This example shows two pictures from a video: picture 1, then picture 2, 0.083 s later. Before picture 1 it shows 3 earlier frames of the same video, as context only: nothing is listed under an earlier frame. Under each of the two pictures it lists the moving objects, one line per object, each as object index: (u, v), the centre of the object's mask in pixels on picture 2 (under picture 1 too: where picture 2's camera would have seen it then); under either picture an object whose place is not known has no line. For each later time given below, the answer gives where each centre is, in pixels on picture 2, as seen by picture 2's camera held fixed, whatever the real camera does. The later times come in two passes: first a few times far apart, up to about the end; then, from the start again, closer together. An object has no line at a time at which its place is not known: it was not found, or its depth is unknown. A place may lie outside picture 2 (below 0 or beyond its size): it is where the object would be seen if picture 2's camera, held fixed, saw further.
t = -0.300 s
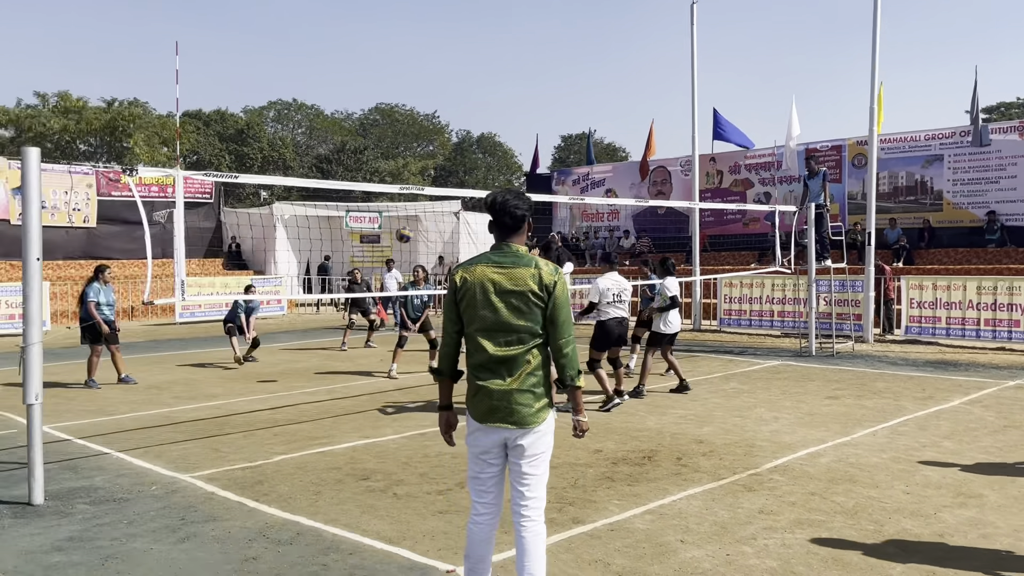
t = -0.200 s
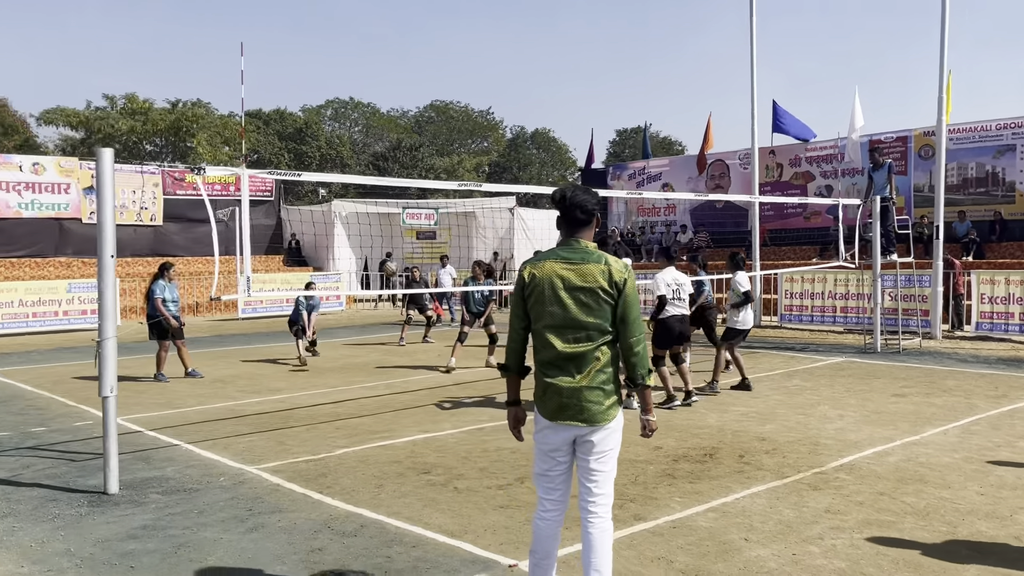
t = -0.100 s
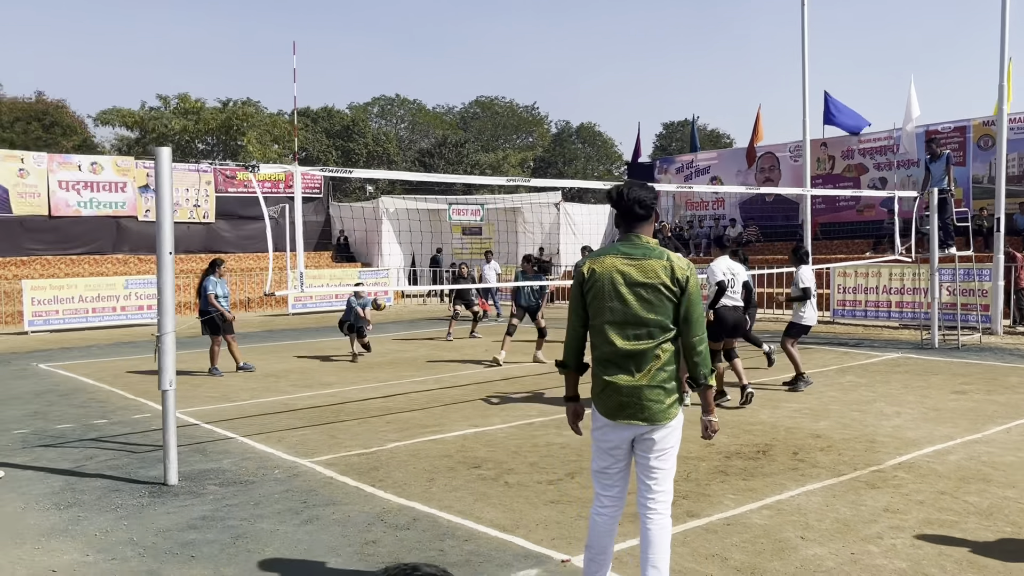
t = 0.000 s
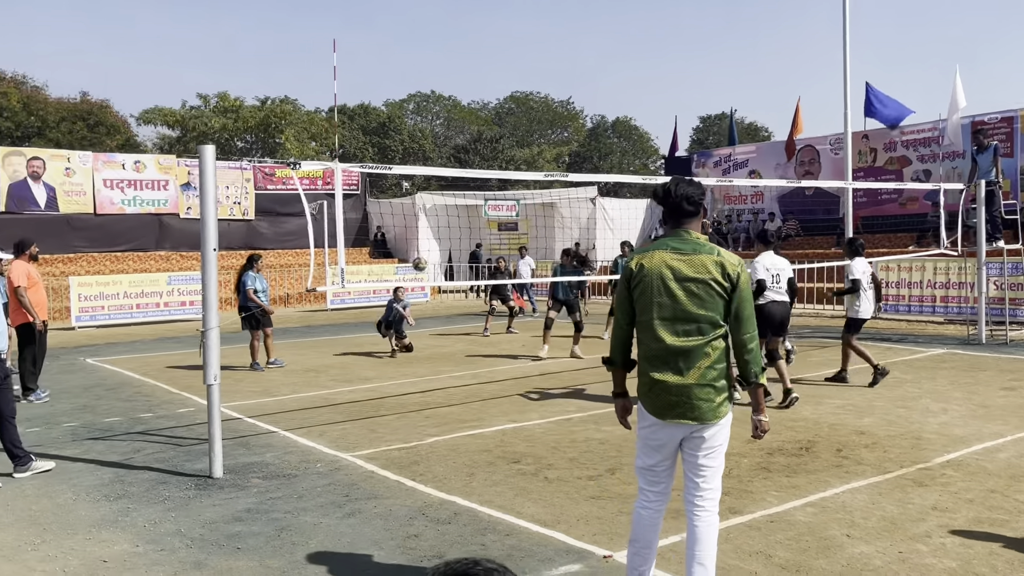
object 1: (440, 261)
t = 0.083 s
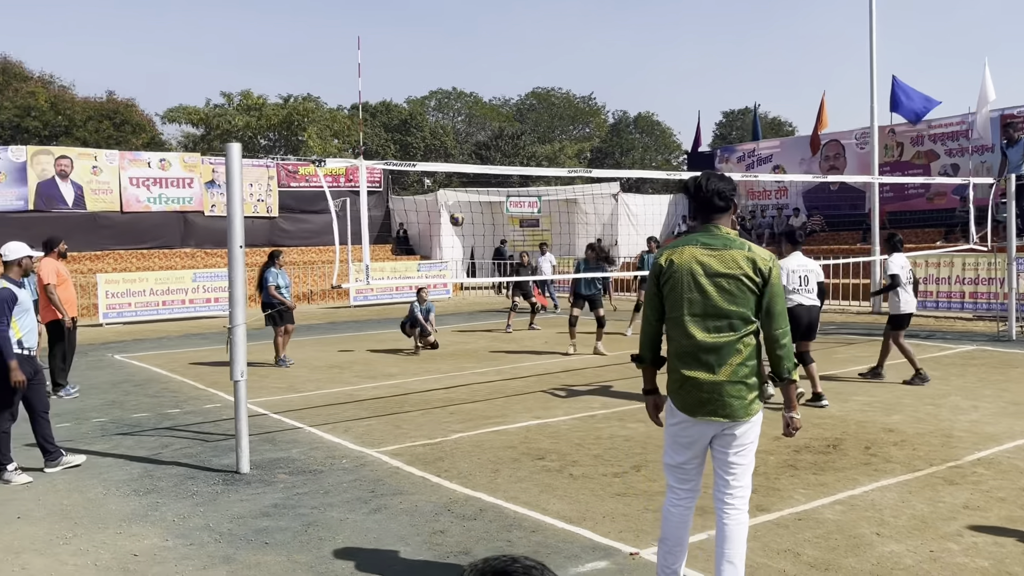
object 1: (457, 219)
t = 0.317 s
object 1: (505, 123)
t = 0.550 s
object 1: (544, 61)
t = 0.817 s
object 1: (593, 36)
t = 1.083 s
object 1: (643, 66)
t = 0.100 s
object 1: (460, 212)
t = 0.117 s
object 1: (463, 204)
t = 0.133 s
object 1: (467, 196)
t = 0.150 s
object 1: (470, 189)
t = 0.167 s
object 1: (474, 181)
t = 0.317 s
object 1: (505, 123)
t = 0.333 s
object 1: (509, 118)
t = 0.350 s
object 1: (512, 112)
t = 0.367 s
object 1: (512, 106)
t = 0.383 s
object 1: (515, 102)
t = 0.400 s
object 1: (517, 97)
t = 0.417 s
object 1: (520, 92)
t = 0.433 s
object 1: (523, 88)
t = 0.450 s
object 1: (525, 84)
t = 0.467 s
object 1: (529, 79)
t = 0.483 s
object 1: (532, 75)
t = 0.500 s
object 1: (535, 71)
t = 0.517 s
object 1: (538, 68)
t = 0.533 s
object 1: (541, 64)
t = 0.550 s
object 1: (544, 61)
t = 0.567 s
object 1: (547, 58)
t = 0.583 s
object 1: (550, 55)
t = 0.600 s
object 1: (553, 52)
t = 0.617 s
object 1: (556, 50)
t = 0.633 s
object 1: (559, 48)
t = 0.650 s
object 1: (563, 46)
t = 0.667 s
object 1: (566, 44)
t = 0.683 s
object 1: (569, 42)
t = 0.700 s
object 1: (572, 41)
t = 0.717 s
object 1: (575, 39)
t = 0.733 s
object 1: (578, 38)
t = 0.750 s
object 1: (581, 38)
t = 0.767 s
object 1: (584, 37)
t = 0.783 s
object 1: (587, 37)
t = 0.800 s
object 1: (590, 36)
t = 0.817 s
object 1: (593, 36)
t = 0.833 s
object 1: (597, 36)
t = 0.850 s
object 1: (600, 37)
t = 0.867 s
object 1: (603, 38)
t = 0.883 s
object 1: (606, 38)
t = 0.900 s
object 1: (609, 40)
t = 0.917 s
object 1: (612, 41)
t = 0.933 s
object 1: (615, 42)
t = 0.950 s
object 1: (618, 44)
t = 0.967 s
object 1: (621, 46)
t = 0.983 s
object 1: (624, 48)
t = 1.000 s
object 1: (627, 51)
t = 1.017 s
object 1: (631, 53)
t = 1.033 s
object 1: (634, 56)
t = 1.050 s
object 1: (637, 59)
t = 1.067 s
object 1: (640, 62)
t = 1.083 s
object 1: (643, 66)
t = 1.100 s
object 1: (646, 70)
